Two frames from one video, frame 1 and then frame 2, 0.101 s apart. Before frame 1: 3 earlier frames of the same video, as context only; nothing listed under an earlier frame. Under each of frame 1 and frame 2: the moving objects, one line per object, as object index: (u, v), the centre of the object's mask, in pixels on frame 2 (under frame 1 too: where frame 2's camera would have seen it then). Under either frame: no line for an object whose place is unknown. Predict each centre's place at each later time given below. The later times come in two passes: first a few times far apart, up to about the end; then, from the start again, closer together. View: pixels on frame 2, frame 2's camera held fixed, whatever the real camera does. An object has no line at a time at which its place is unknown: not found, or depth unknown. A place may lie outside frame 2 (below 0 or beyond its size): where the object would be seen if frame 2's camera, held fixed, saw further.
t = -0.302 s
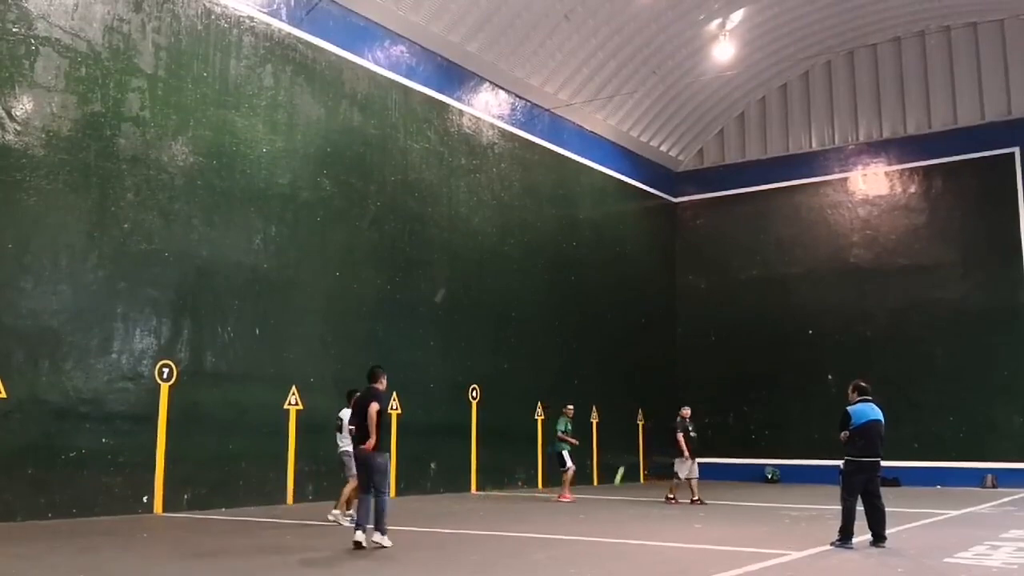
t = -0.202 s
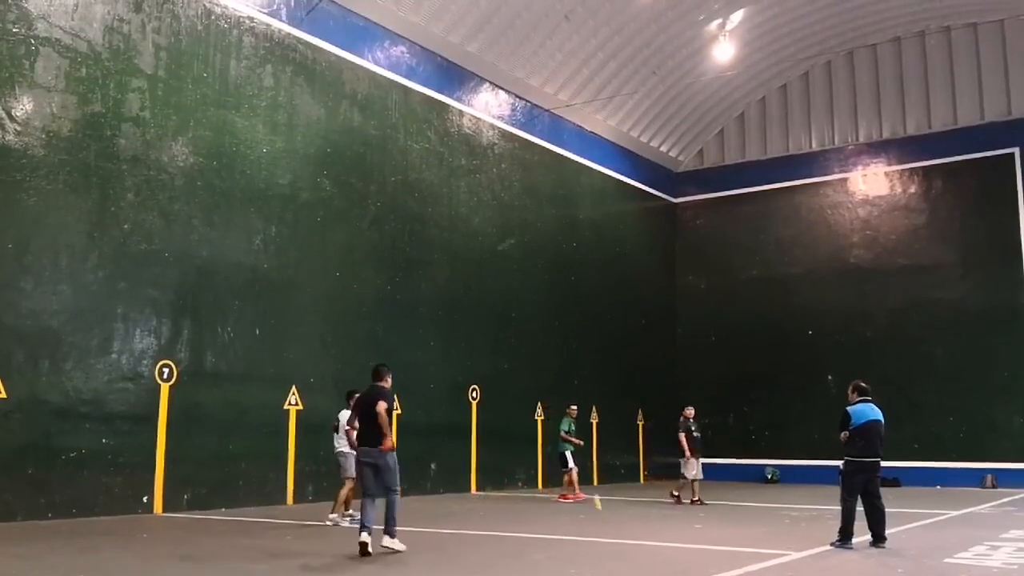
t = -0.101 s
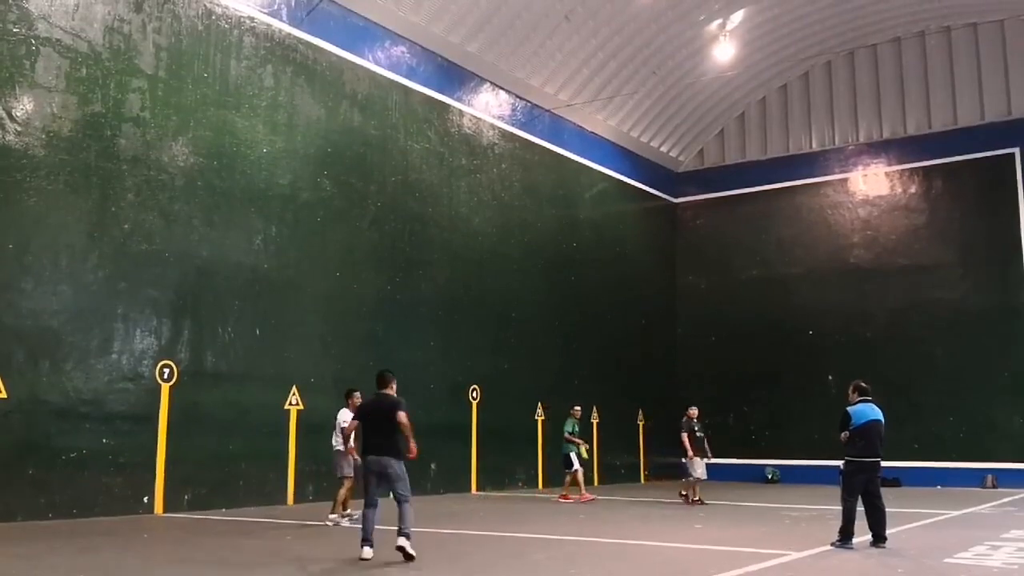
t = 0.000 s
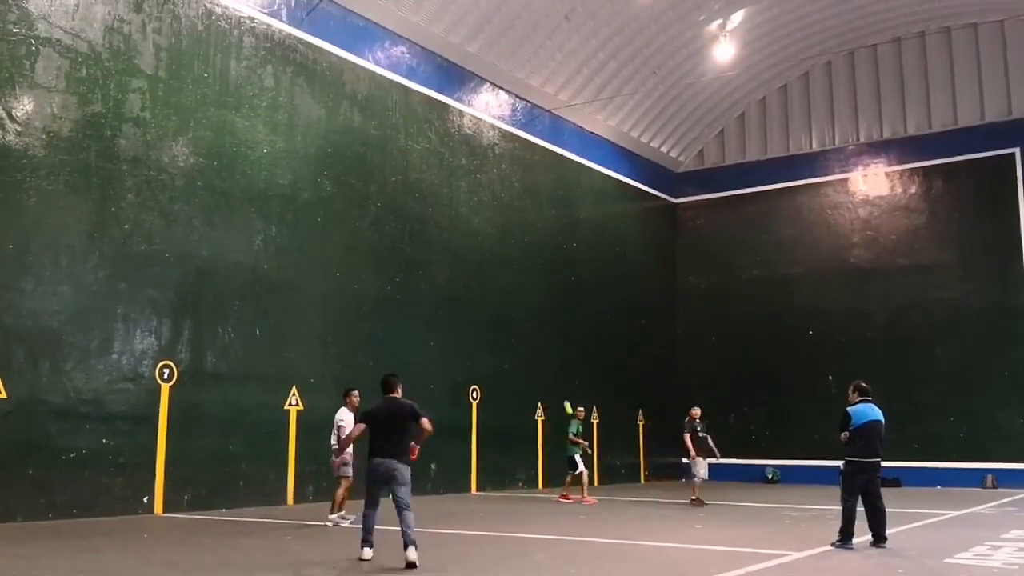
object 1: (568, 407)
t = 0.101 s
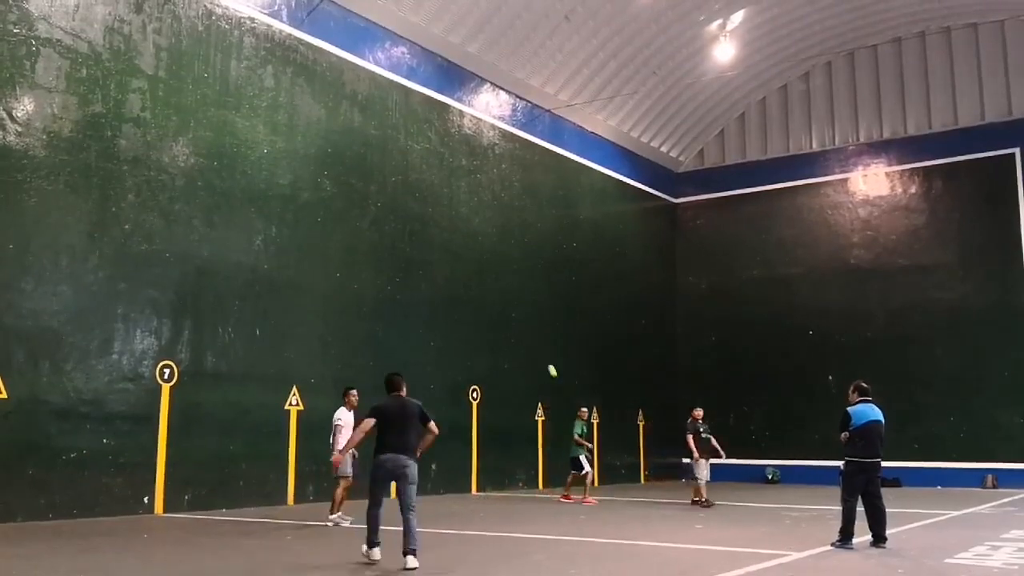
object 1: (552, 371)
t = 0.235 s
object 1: (530, 332)
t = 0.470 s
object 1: (485, 300)
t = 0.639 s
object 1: (446, 310)
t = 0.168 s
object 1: (541, 350)
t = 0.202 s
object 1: (535, 340)
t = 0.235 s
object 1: (530, 332)
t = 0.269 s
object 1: (524, 324)
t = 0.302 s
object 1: (517, 318)
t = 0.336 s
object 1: (511, 312)
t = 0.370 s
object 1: (505, 307)
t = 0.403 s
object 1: (498, 304)
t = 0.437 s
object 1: (491, 301)
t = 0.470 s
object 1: (485, 300)
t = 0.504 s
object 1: (477, 299)
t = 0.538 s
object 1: (470, 300)
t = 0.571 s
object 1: (462, 302)
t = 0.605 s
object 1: (455, 305)
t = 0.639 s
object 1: (446, 310)
